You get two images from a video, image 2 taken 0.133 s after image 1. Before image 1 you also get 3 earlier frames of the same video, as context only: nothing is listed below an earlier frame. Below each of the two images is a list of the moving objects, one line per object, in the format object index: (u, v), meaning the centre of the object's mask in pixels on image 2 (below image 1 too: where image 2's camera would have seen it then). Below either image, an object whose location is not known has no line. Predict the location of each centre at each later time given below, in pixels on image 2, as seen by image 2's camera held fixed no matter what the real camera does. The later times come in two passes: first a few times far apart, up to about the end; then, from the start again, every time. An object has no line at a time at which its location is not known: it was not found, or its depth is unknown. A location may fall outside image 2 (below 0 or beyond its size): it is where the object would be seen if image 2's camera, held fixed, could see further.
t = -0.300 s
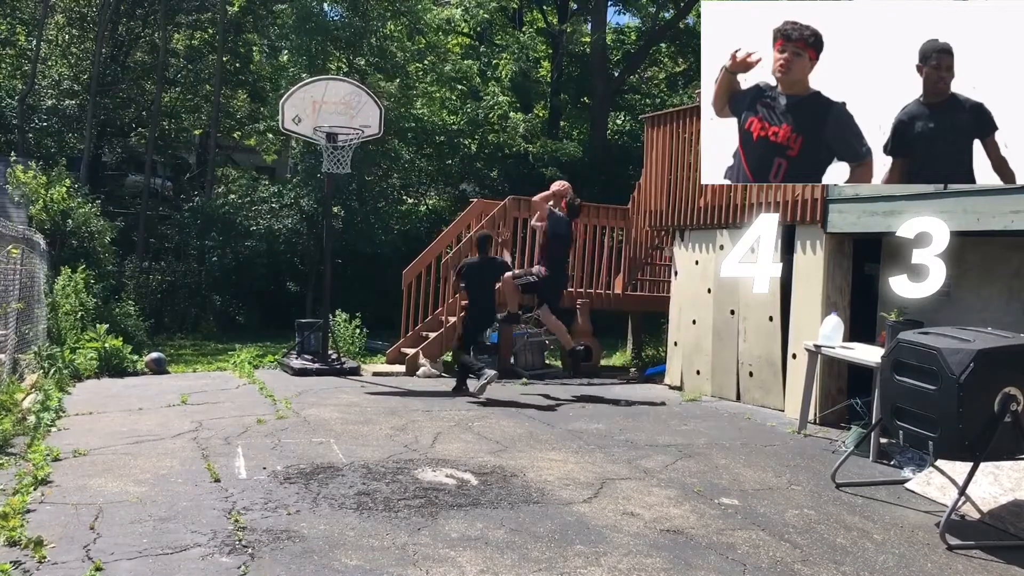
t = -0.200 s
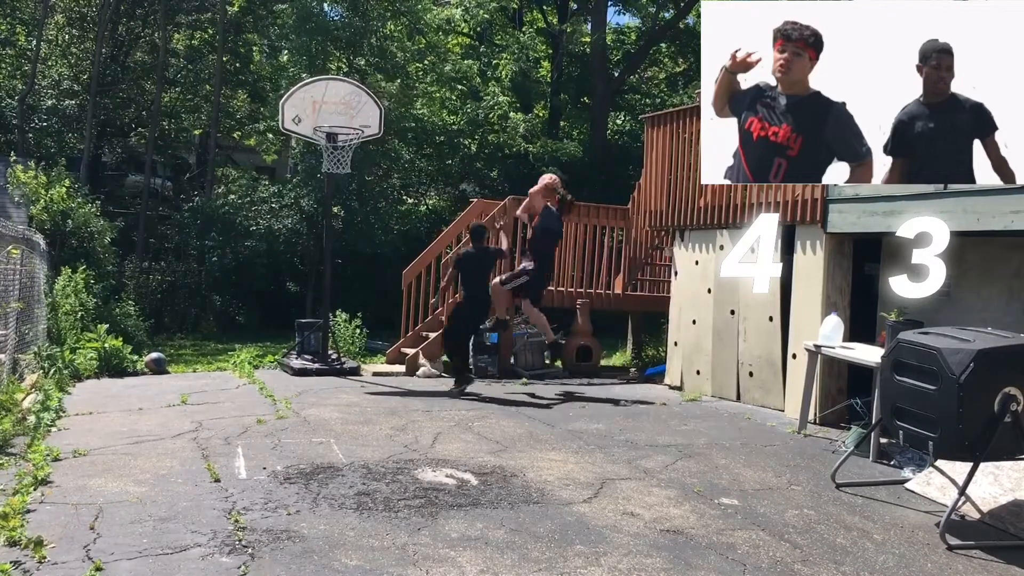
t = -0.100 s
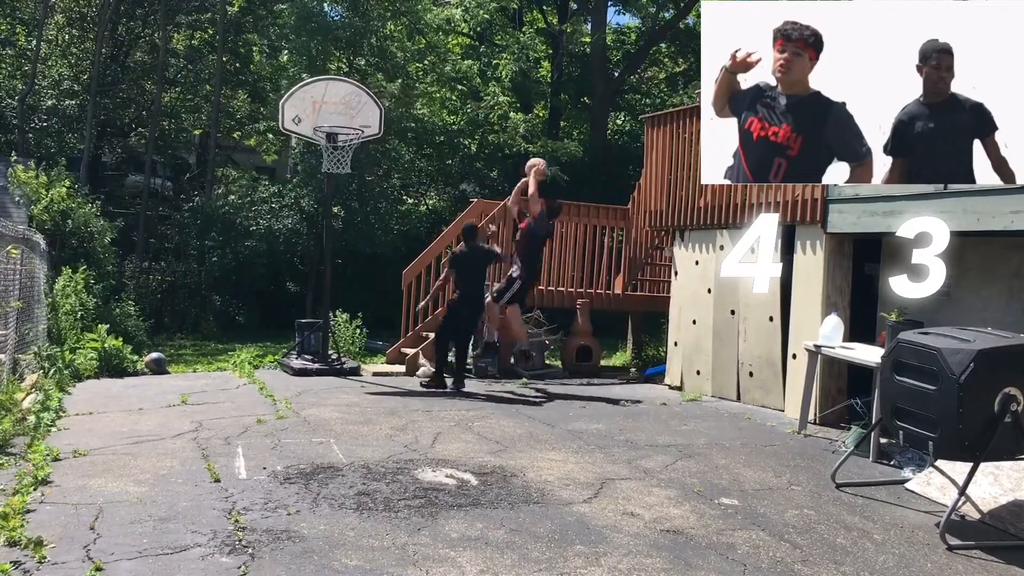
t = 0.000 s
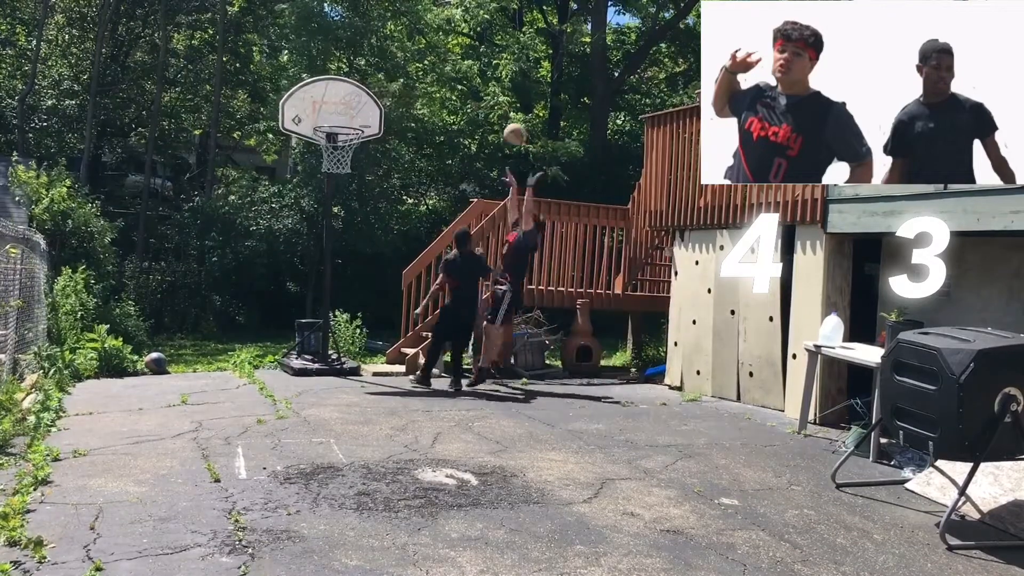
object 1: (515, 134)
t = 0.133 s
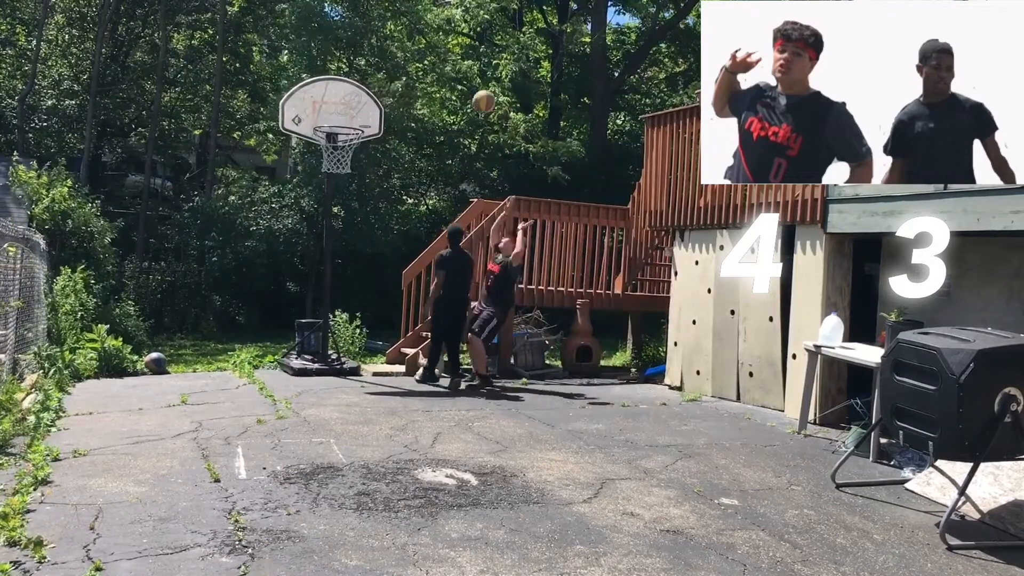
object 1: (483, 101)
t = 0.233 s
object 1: (460, 89)
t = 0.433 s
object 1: (412, 91)
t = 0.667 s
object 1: (372, 124)
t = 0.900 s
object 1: (395, 134)
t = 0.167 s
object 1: (475, 94)
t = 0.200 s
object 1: (468, 91)
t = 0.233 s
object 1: (460, 89)
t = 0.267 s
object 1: (452, 87)
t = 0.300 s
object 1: (444, 84)
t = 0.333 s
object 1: (437, 85)
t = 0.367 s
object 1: (429, 86)
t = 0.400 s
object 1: (419, 88)
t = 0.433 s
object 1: (412, 91)
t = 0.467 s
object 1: (404, 95)
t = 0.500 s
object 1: (396, 100)
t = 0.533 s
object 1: (388, 106)
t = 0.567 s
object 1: (380, 113)
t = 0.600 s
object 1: (372, 122)
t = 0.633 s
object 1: (368, 126)
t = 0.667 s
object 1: (372, 124)
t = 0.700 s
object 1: (377, 123)
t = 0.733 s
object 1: (380, 124)
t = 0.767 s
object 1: (384, 124)
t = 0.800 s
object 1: (387, 125)
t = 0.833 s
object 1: (390, 126)
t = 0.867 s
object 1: (393, 130)
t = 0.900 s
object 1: (395, 134)
